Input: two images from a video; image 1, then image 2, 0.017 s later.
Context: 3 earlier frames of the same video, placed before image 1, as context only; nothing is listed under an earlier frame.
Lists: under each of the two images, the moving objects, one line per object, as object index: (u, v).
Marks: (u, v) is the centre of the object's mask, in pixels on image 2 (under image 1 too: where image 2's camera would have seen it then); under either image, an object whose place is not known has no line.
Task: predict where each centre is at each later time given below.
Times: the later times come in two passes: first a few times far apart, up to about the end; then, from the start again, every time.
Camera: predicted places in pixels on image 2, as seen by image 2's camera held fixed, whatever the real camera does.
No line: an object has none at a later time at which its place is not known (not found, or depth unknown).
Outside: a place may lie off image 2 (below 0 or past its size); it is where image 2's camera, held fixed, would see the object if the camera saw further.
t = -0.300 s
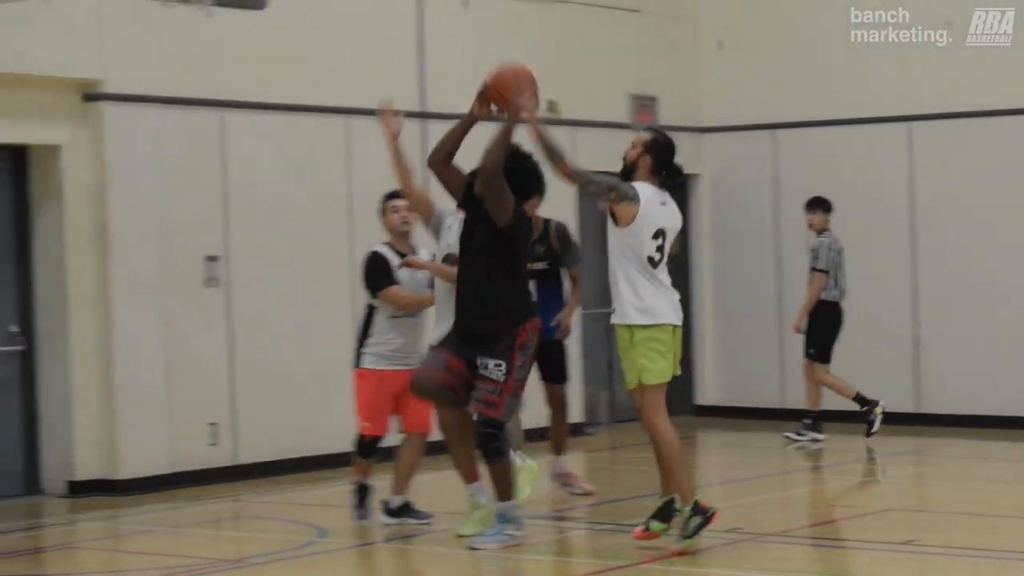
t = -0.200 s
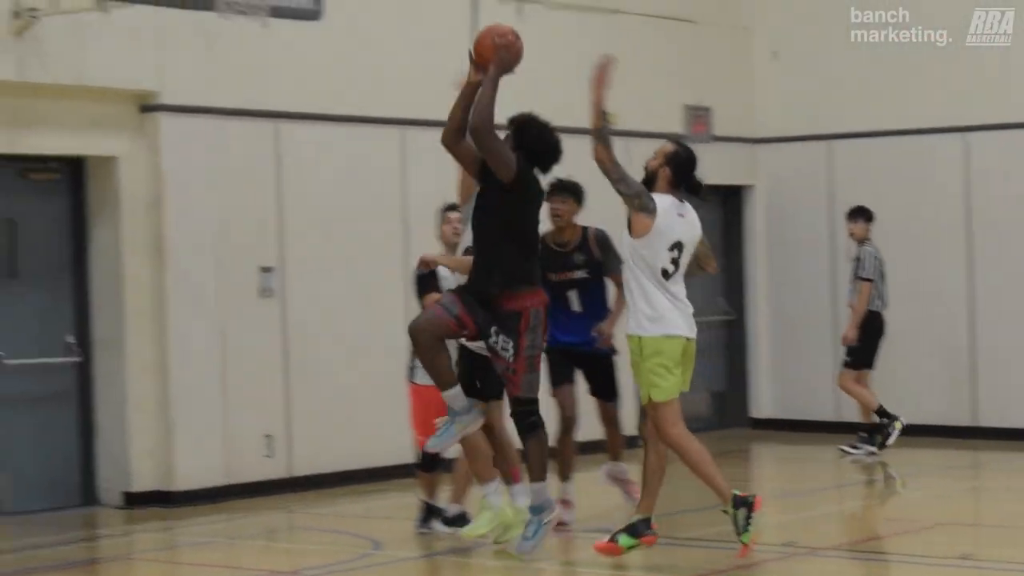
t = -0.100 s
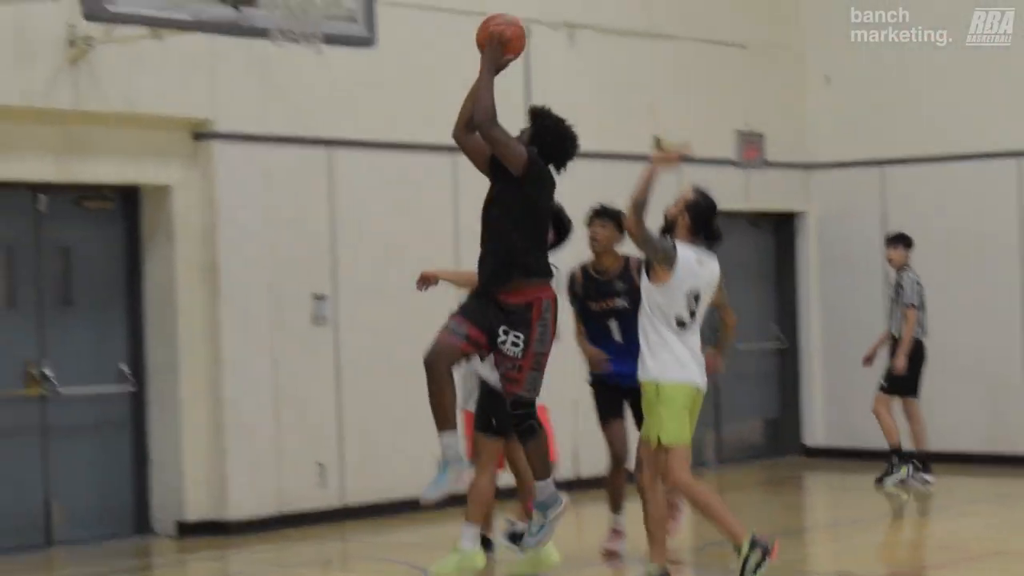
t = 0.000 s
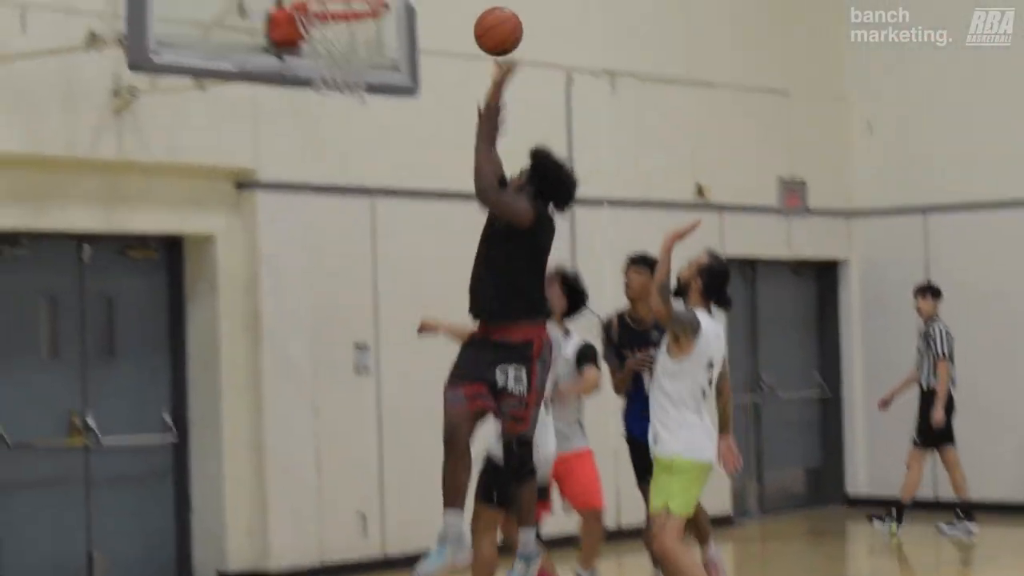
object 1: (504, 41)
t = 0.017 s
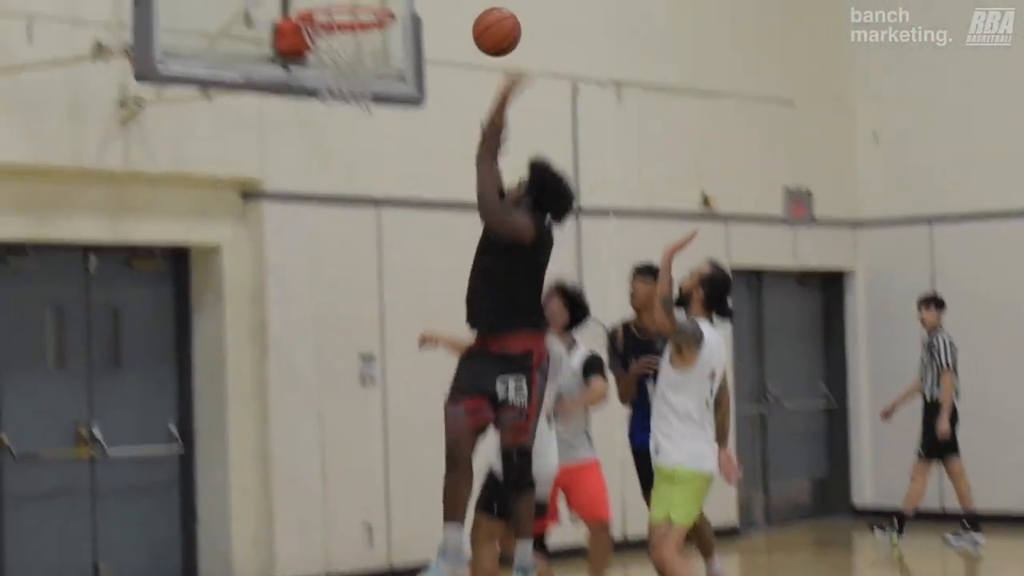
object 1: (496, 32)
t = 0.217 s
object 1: (409, -39)
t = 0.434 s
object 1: (319, -18)
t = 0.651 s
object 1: (341, 20)
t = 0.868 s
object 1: (370, 55)
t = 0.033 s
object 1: (489, 22)
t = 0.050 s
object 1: (482, 13)
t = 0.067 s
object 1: (475, 4)
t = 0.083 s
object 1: (467, -4)
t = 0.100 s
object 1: (460, -11)
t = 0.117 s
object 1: (452, -17)
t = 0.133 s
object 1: (445, -22)
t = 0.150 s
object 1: (438, -27)
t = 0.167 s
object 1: (430, -31)
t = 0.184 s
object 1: (423, -34)
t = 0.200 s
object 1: (416, -37)
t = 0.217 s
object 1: (409, -39)
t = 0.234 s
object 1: (401, -40)
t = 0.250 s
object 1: (394, -41)
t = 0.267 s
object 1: (387, -42)
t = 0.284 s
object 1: (380, -42)
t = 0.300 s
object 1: (373, -42)
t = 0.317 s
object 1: (366, -40)
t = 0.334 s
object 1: (359, -39)
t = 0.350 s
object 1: (353, -37)
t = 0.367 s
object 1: (346, -34)
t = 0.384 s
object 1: (339, -31)
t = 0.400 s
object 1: (332, -27)
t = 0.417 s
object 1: (326, -23)
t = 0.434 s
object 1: (319, -18)
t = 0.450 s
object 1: (313, -12)
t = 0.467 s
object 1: (310, -9)
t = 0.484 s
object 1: (312, -8)
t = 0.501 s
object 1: (315, -6)
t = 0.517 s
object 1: (318, -5)
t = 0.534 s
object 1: (321, -4)
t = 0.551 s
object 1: (323, -3)
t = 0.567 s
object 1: (326, -2)
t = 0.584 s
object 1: (329, -1)
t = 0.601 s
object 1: (332, 0)
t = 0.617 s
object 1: (335, 1)
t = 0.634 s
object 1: (338, 2)
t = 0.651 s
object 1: (341, 20)
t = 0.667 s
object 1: (345, 25)
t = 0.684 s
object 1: (348, 31)
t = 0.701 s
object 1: (351, 38)
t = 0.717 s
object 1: (354, 42)
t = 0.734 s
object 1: (356, 45)
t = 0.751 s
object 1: (359, 48)
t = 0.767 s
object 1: (361, 49)
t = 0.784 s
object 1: (363, 50)
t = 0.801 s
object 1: (365, 52)
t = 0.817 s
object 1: (366, 53)
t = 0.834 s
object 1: (368, 53)
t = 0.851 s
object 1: (369, 54)
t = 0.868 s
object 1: (370, 55)
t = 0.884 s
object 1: (371, 57)
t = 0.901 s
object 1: (372, 58)
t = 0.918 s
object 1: (373, 60)
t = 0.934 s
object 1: (373, 63)
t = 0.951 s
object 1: (373, 65)
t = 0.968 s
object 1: (372, 68)
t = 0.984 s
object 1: (371, 70)
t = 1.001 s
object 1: (370, 73)
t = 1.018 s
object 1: (368, 76)
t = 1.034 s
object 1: (366, 79)
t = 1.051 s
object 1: (364, 82)
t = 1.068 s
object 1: (362, 86)
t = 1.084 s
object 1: (360, 90)
